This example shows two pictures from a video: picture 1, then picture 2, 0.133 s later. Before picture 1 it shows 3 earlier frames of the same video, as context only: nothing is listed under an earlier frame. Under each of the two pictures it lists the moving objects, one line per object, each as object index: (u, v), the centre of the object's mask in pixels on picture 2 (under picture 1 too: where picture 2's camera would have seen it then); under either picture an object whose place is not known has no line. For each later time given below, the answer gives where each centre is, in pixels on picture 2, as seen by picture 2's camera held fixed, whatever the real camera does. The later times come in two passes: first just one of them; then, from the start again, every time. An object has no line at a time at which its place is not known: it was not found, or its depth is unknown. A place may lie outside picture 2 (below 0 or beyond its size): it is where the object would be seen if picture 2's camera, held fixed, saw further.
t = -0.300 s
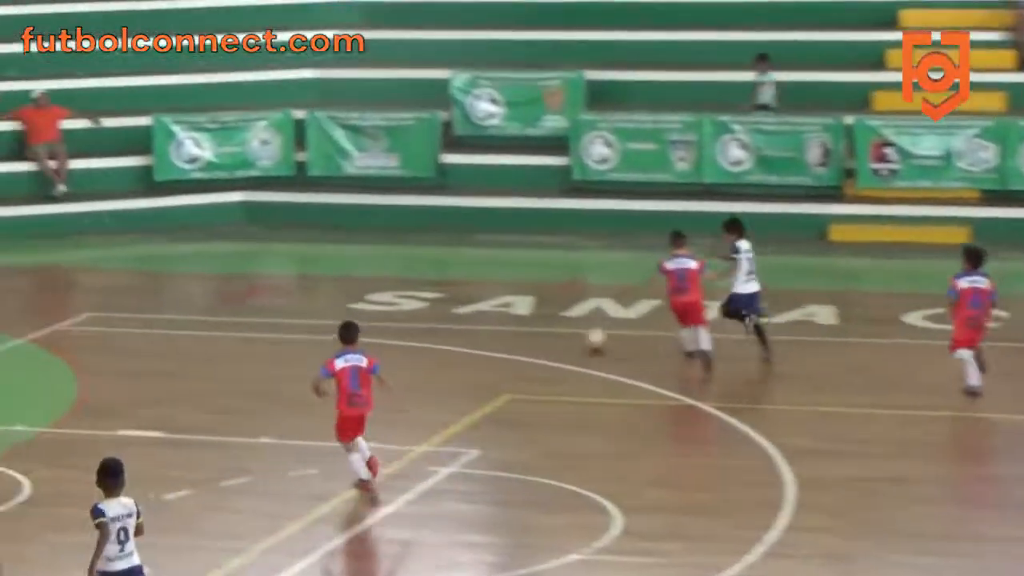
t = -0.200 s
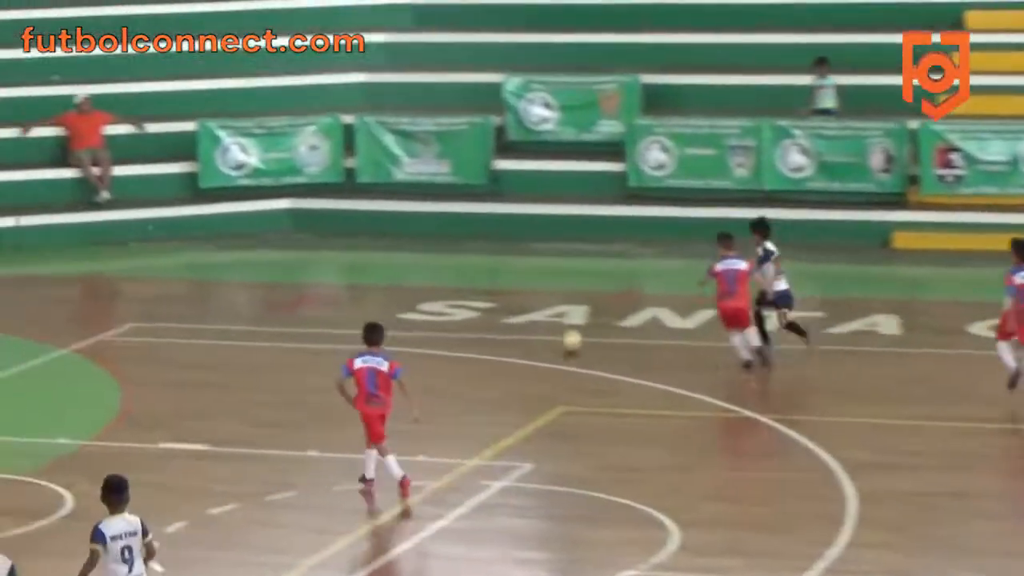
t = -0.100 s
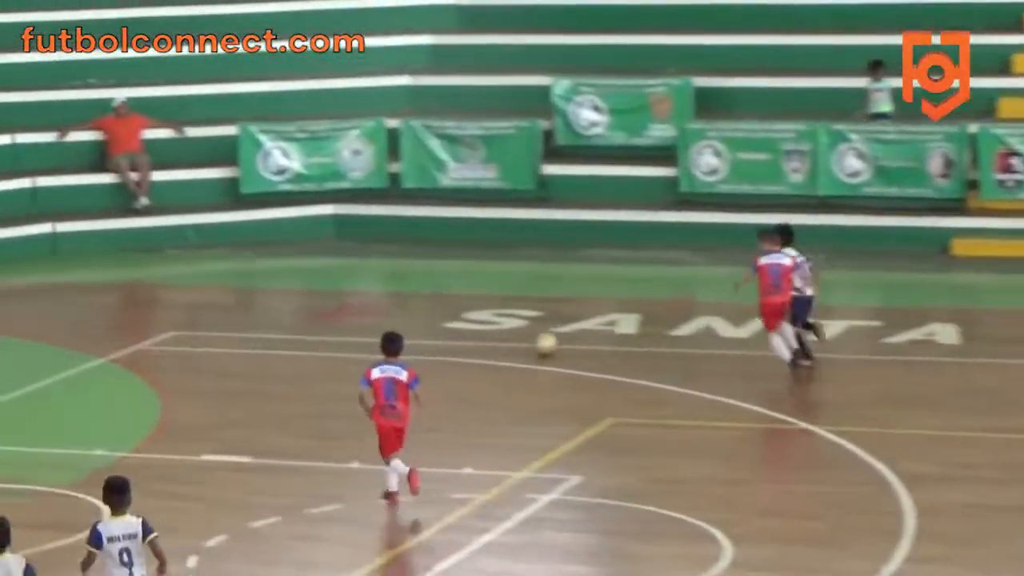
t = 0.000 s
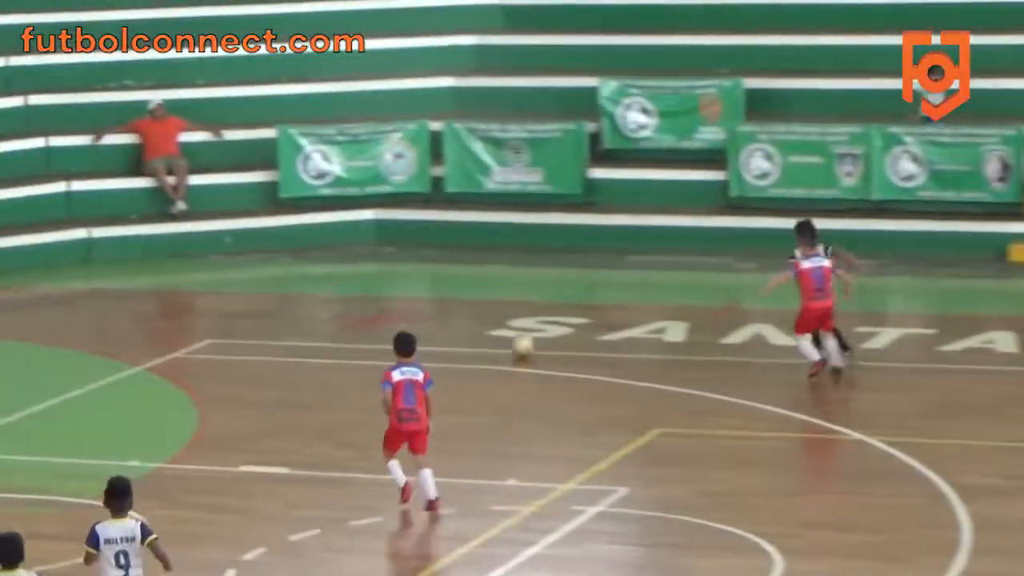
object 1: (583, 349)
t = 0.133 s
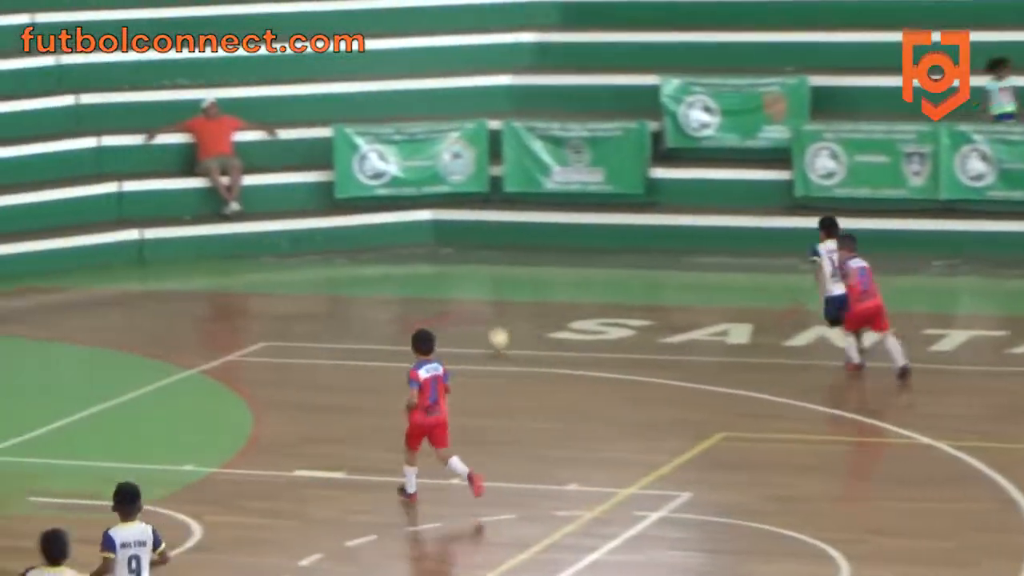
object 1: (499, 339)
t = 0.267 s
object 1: (425, 331)
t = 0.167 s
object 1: (479, 337)
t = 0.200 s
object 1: (461, 335)
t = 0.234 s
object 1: (442, 334)
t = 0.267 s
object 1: (425, 331)
